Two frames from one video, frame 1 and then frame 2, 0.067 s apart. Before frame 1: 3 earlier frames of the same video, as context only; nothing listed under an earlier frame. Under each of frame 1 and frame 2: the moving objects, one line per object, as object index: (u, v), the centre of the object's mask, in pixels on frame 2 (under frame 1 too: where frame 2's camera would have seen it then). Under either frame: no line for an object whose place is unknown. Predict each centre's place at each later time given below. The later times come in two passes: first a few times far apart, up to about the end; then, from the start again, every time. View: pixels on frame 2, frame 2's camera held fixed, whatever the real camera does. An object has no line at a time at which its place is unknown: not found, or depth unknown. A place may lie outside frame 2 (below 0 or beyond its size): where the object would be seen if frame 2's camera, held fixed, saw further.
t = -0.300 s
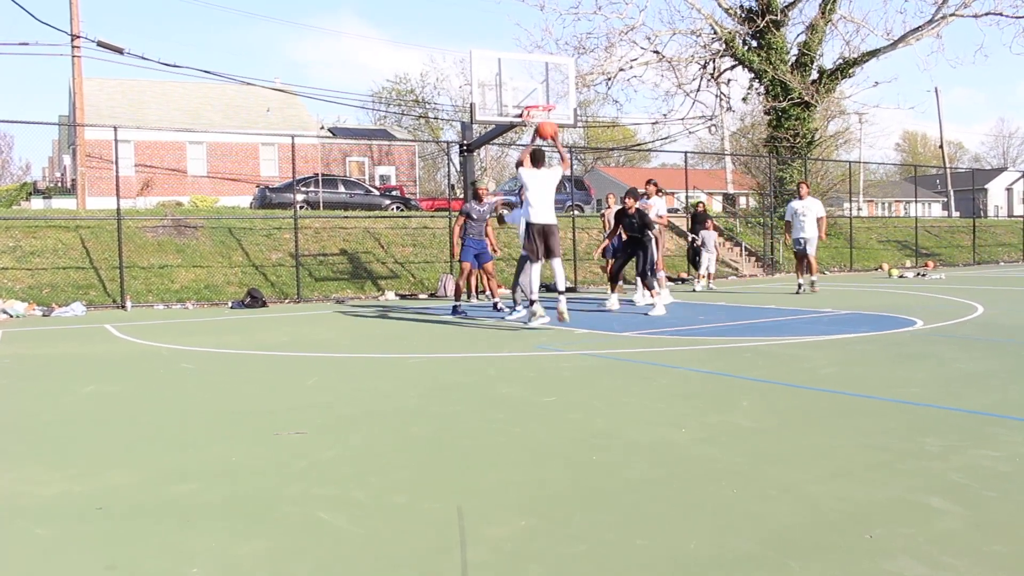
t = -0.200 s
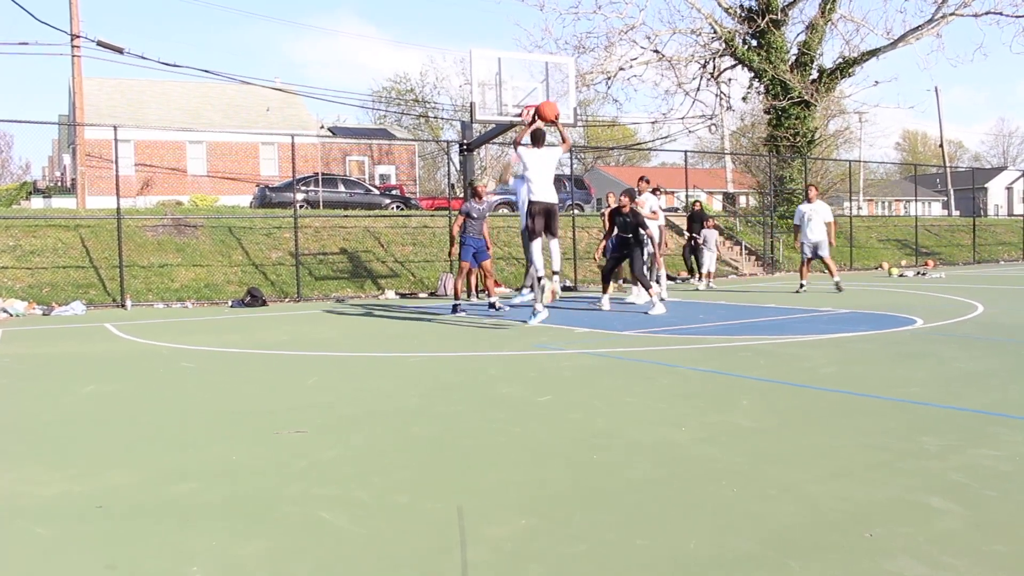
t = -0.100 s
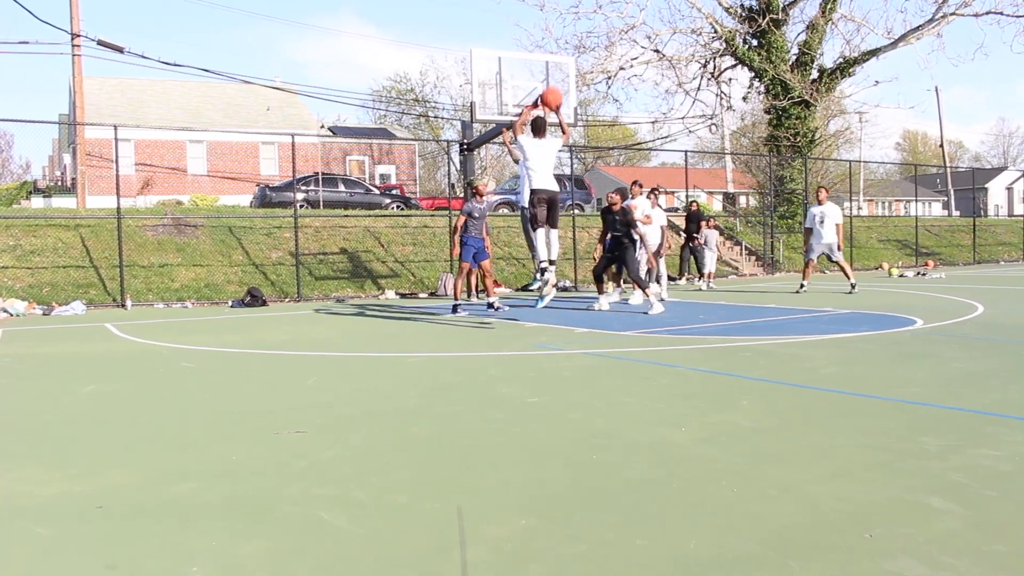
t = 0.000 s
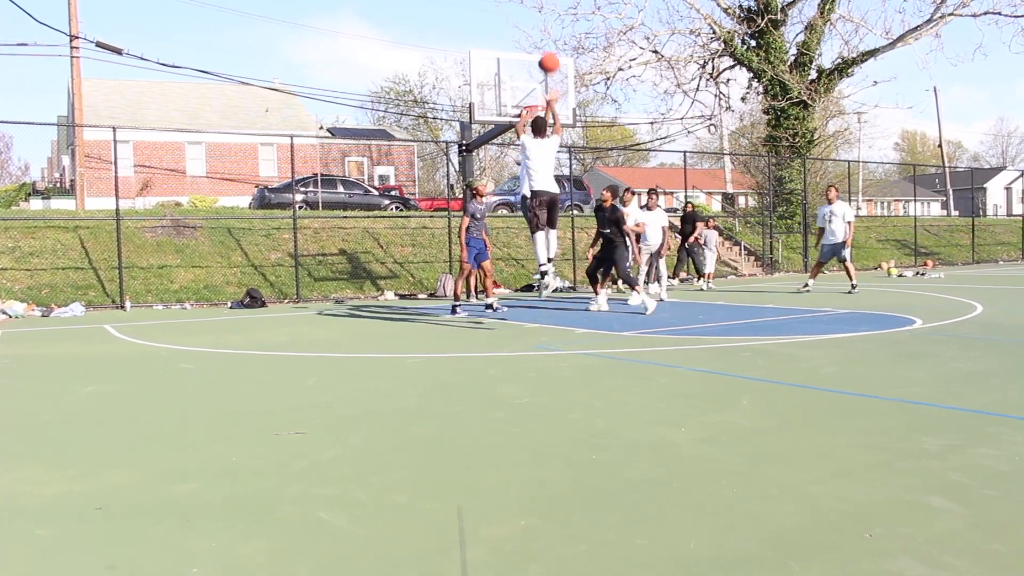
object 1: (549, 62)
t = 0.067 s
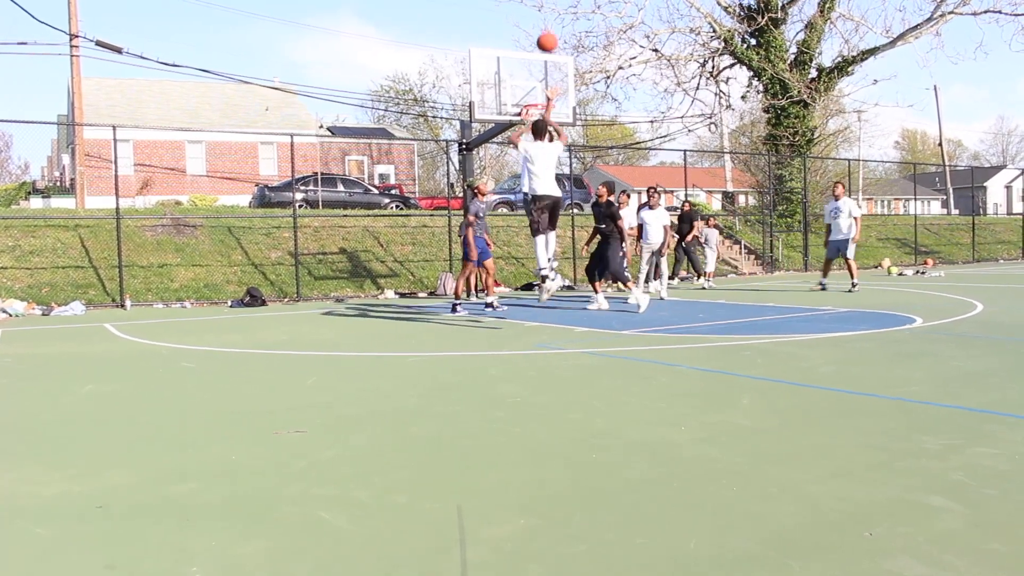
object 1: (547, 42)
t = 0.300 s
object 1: (542, 12)
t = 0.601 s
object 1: (536, 37)
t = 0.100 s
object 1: (547, 34)
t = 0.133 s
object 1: (546, 28)
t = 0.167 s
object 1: (545, 23)
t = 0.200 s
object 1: (544, 18)
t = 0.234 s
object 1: (543, 15)
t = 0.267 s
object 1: (542, 13)
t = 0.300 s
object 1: (542, 12)
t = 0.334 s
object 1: (541, 11)
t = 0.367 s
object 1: (541, 11)
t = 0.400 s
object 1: (540, 12)
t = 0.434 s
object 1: (539, 15)
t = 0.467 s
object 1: (539, 18)
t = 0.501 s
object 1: (538, 22)
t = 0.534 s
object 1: (537, 26)
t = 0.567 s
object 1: (537, 31)
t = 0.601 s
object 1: (536, 37)
